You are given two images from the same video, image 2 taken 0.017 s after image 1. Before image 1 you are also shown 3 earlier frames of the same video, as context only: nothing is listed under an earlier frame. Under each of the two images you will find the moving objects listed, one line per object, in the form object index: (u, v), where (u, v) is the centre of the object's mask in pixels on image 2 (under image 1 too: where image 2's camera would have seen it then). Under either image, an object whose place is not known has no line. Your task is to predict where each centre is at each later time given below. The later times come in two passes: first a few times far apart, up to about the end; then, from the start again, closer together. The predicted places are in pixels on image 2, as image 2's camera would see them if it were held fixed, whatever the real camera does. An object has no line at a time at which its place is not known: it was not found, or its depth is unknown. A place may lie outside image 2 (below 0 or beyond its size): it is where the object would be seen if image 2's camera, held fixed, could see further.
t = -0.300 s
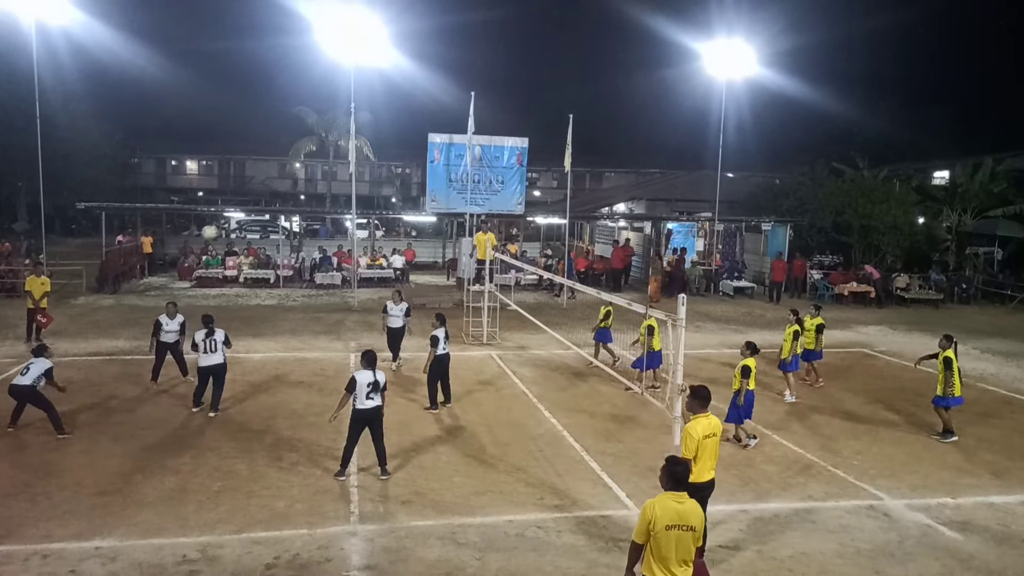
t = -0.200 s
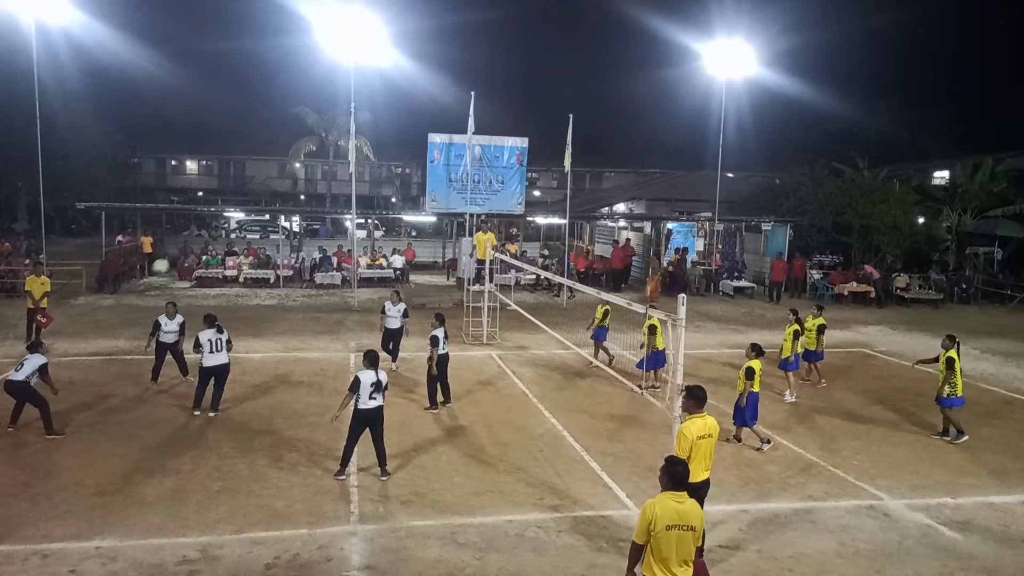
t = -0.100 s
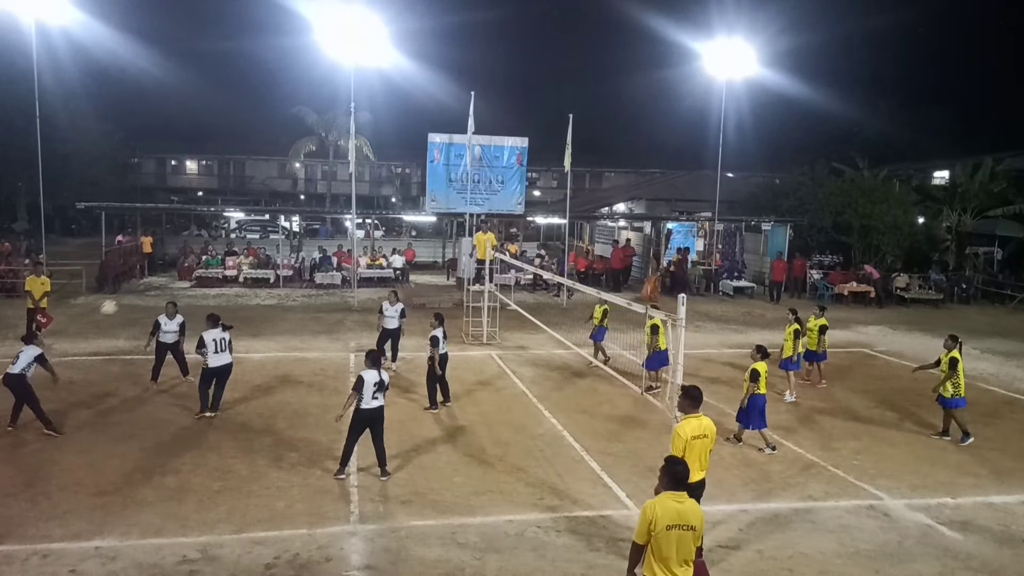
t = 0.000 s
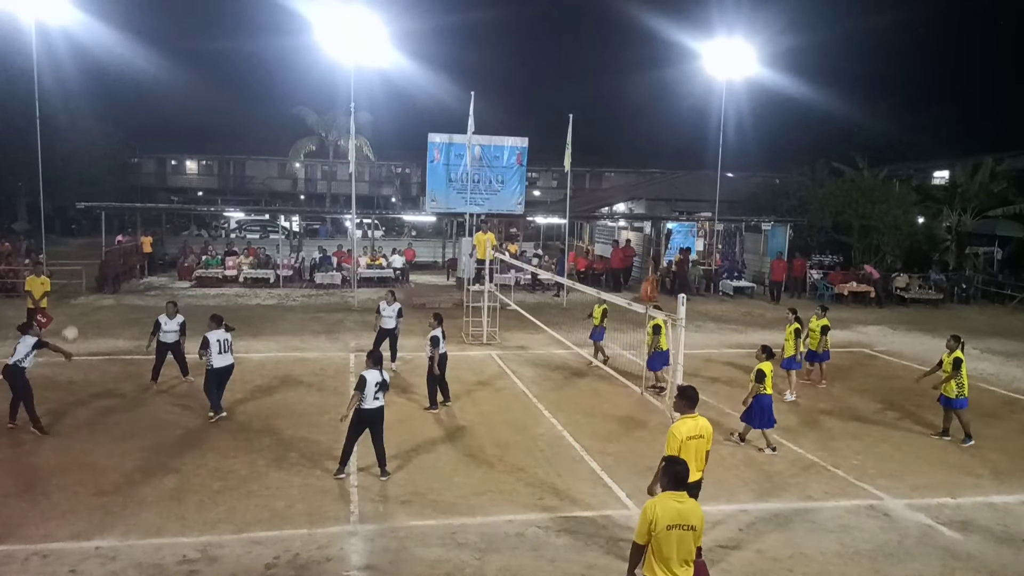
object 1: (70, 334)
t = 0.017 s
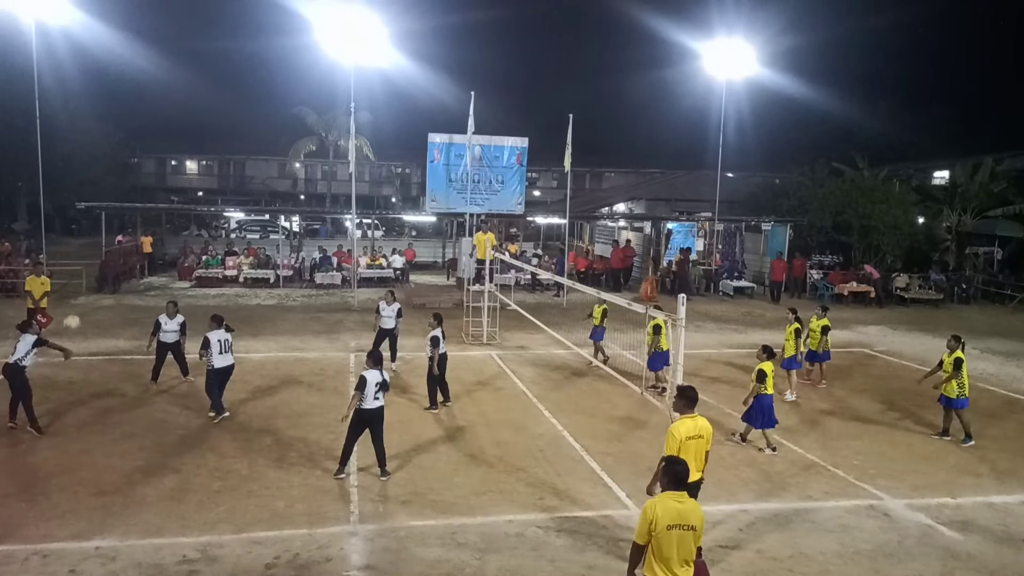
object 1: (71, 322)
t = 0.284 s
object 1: (95, 179)
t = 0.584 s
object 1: (119, 77)
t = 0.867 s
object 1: (141, 42)
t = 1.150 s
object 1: (162, 61)
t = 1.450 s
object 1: (184, 138)
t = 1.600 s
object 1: (195, 195)
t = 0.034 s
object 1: (73, 312)
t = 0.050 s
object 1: (74, 301)
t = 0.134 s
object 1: (81, 253)
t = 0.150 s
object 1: (83, 245)
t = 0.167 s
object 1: (84, 236)
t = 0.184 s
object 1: (85, 227)
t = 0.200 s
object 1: (87, 219)
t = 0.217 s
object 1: (89, 211)
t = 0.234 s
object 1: (90, 203)
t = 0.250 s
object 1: (92, 194)
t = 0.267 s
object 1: (94, 187)
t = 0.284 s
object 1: (95, 179)
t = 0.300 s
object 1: (96, 172)
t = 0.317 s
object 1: (98, 164)
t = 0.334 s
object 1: (99, 157)
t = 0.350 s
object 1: (100, 151)
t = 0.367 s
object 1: (101, 144)
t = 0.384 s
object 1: (103, 138)
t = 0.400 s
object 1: (104, 132)
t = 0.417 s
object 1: (105, 127)
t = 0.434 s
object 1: (107, 121)
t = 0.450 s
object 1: (108, 115)
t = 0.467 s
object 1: (110, 110)
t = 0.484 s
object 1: (111, 105)
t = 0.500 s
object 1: (113, 100)
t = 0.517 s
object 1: (115, 95)
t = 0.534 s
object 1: (116, 90)
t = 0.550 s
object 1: (117, 86)
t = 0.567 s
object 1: (118, 82)
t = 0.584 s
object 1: (119, 77)
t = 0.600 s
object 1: (120, 74)
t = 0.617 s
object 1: (121, 71)
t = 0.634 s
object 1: (123, 68)
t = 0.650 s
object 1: (124, 65)
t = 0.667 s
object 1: (125, 62)
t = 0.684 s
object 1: (127, 59)
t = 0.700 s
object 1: (128, 57)
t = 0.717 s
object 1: (130, 55)
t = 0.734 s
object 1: (131, 52)
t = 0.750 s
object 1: (132, 50)
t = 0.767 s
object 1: (134, 48)
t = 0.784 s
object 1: (135, 47)
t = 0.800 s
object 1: (136, 45)
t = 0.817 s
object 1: (137, 44)
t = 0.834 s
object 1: (138, 43)
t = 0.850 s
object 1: (140, 42)
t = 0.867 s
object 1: (141, 42)
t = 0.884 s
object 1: (142, 41)
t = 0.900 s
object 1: (143, 41)
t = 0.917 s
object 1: (144, 41)
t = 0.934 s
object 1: (145, 41)
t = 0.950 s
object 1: (147, 42)
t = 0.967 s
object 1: (148, 42)
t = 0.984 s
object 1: (150, 43)
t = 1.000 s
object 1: (151, 44)
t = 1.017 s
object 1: (152, 45)
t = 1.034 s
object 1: (154, 46)
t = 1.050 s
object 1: (155, 48)
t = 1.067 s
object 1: (156, 49)
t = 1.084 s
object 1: (157, 51)
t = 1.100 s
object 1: (158, 53)
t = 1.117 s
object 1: (159, 55)
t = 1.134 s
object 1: (160, 58)
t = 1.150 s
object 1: (162, 61)
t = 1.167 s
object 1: (163, 63)
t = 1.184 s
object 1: (164, 66)
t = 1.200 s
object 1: (165, 69)
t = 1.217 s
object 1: (167, 73)
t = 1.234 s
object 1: (168, 76)
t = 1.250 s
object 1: (170, 80)
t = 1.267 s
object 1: (171, 84)
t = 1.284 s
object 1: (172, 88)
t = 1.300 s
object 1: (173, 92)
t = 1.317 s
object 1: (174, 96)
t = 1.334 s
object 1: (176, 100)
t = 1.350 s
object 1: (177, 105)
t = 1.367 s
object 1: (177, 110)
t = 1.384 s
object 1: (179, 115)
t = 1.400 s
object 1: (180, 121)
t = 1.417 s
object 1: (181, 126)
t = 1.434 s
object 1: (182, 132)
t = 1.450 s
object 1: (184, 138)
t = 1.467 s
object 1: (185, 143)
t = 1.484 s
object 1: (187, 149)
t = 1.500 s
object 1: (188, 155)
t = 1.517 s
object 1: (190, 162)
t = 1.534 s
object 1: (191, 167)
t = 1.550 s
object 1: (192, 171)
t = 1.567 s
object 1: (193, 181)
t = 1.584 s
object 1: (194, 188)
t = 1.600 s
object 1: (195, 195)
